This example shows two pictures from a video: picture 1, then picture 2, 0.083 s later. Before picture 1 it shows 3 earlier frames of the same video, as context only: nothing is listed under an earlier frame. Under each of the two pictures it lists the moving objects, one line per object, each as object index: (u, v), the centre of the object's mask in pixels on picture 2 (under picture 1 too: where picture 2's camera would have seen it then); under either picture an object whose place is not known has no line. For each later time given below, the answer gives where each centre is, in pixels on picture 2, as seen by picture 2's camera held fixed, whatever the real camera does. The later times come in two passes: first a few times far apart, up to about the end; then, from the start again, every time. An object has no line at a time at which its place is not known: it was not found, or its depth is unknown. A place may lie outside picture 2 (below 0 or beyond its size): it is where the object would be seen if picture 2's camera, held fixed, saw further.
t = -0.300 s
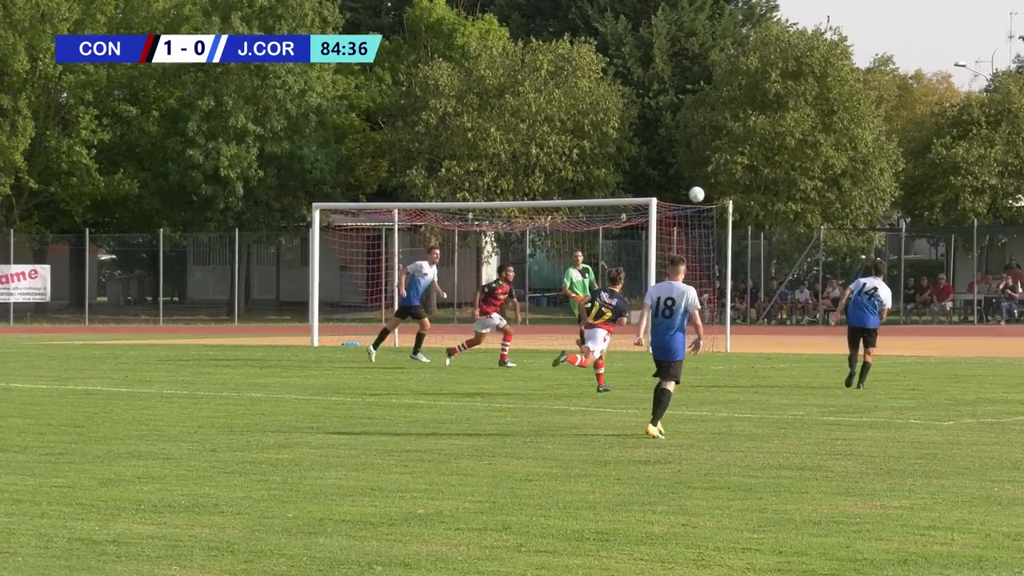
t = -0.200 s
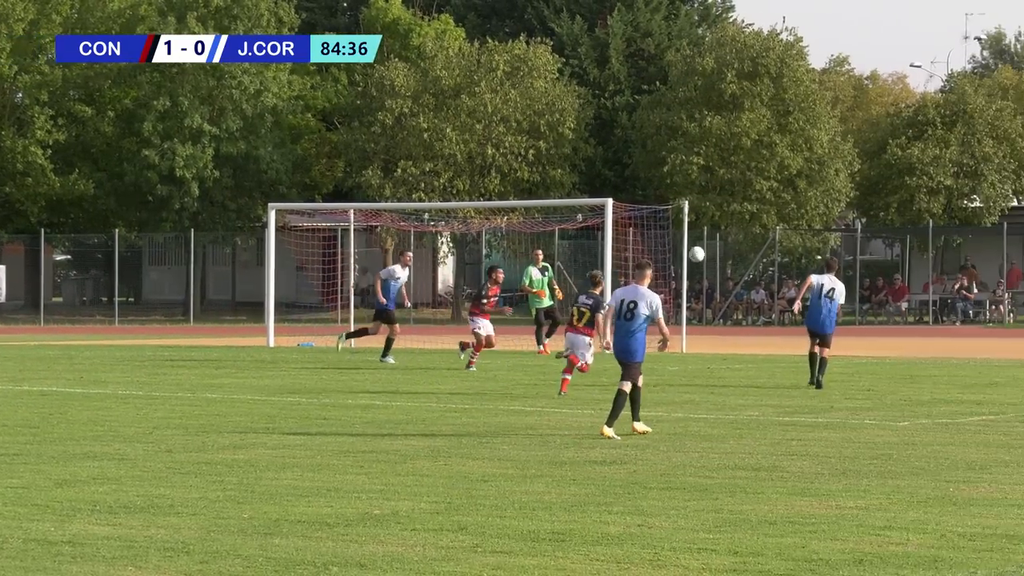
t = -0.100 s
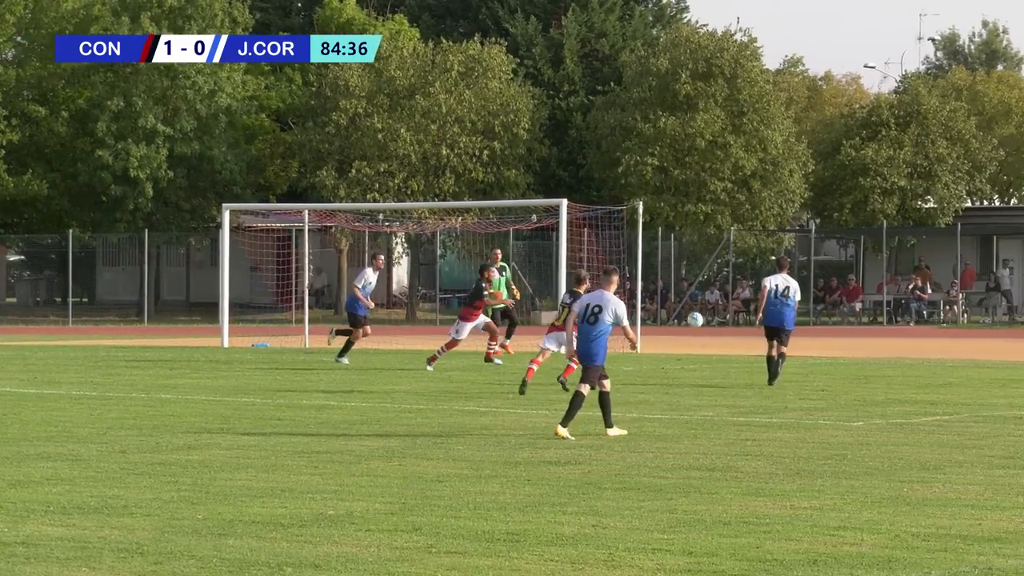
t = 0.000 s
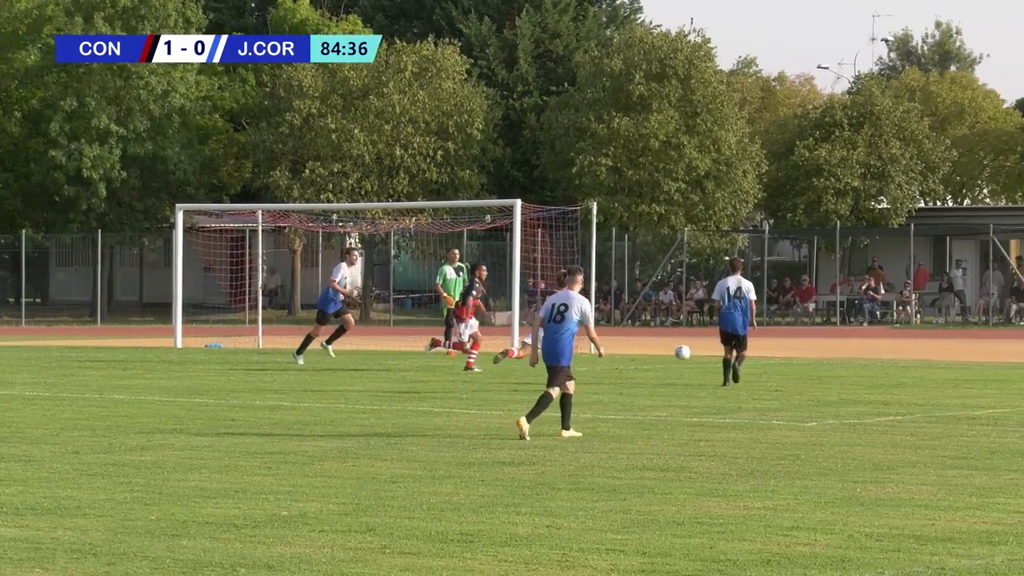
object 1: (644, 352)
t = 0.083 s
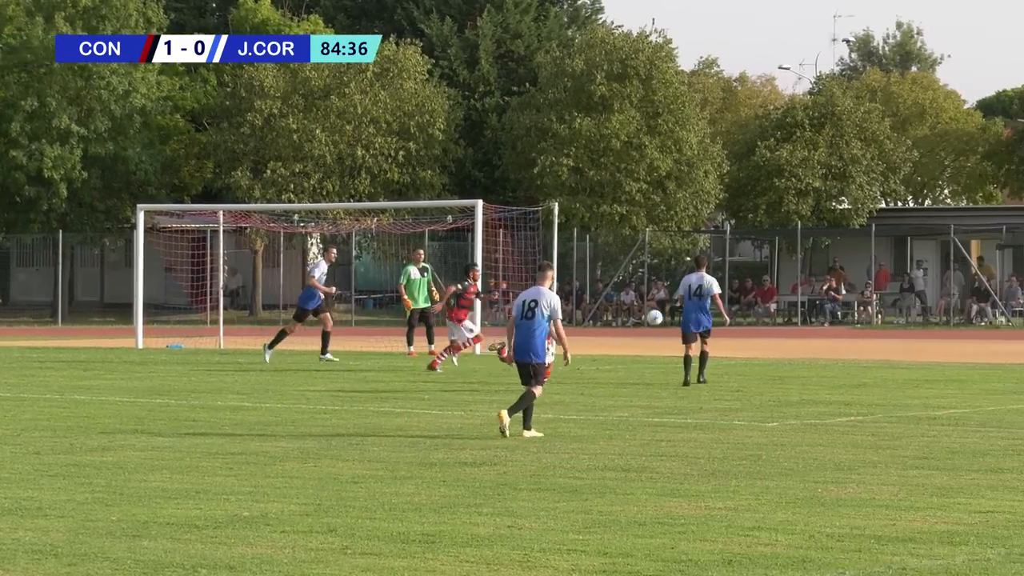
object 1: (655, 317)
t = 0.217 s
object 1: (673, 271)
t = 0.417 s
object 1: (699, 224)
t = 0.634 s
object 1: (730, 203)
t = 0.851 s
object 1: (759, 216)
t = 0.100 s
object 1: (656, 311)
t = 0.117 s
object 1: (658, 305)
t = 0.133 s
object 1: (661, 299)
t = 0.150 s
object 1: (663, 292)
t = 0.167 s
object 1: (666, 286)
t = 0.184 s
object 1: (668, 281)
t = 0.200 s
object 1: (670, 276)
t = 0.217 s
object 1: (673, 271)
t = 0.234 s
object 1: (675, 265)
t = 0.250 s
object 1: (677, 261)
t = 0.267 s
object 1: (679, 256)
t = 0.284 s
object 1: (681, 252)
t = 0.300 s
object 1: (683, 247)
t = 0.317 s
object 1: (686, 243)
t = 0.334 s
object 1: (688, 239)
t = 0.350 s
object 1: (691, 236)
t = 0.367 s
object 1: (693, 232)
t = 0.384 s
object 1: (695, 229)
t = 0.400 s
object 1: (698, 226)
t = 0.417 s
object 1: (699, 224)
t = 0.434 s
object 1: (702, 221)
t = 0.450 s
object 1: (704, 218)
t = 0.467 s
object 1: (706, 216)
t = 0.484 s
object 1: (709, 213)
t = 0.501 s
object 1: (711, 212)
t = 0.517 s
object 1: (713, 210)
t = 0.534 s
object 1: (716, 209)
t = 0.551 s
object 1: (718, 207)
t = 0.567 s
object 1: (720, 206)
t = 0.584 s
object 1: (722, 206)
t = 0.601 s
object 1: (724, 205)
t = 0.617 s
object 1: (727, 204)
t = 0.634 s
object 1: (730, 203)
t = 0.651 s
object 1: (732, 203)
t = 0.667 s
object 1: (734, 203)
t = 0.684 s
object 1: (736, 203)
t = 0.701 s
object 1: (739, 204)
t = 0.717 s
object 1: (741, 205)
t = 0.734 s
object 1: (743, 205)
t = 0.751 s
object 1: (745, 206)
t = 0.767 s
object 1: (748, 207)
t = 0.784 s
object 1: (750, 209)
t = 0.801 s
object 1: (752, 210)
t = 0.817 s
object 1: (755, 212)
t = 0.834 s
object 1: (757, 214)
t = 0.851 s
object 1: (759, 216)
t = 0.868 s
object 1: (762, 218)
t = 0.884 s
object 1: (764, 221)
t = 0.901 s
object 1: (766, 224)
